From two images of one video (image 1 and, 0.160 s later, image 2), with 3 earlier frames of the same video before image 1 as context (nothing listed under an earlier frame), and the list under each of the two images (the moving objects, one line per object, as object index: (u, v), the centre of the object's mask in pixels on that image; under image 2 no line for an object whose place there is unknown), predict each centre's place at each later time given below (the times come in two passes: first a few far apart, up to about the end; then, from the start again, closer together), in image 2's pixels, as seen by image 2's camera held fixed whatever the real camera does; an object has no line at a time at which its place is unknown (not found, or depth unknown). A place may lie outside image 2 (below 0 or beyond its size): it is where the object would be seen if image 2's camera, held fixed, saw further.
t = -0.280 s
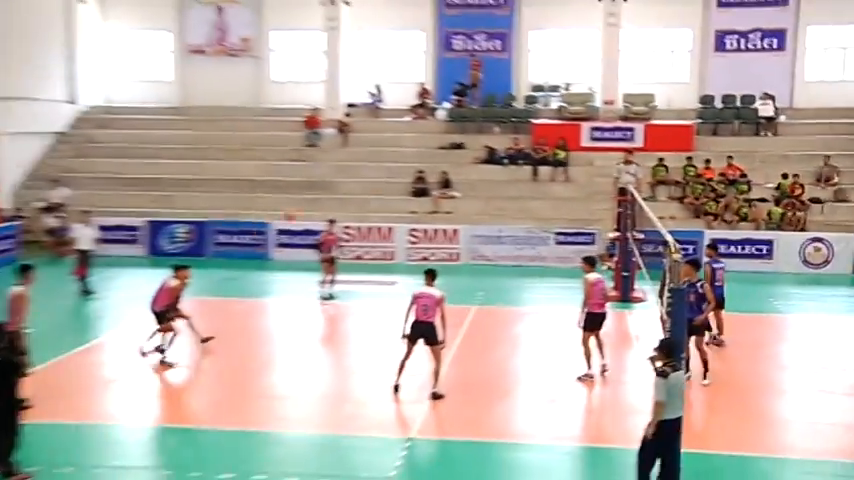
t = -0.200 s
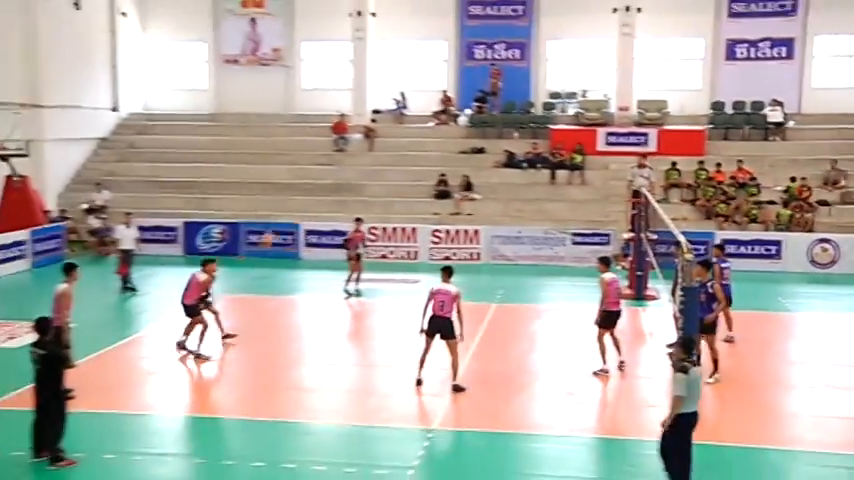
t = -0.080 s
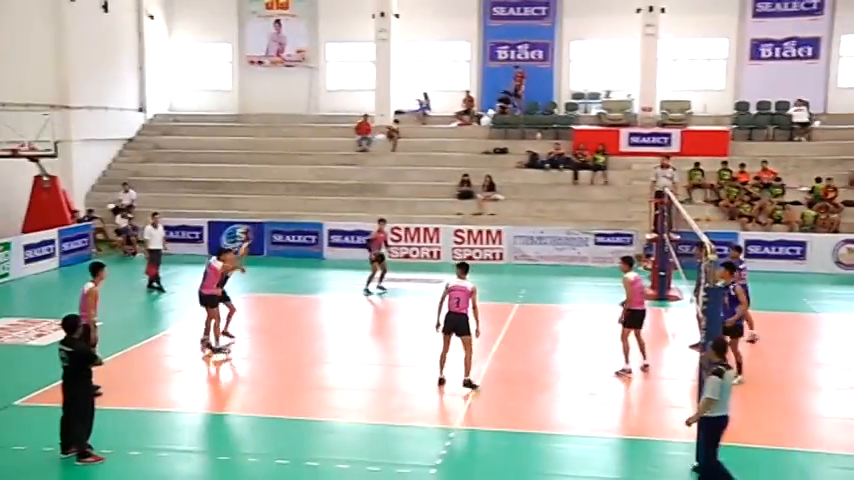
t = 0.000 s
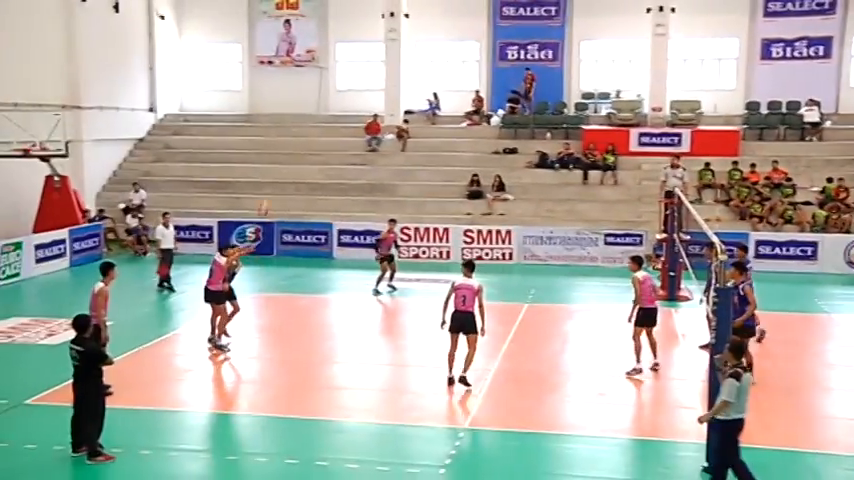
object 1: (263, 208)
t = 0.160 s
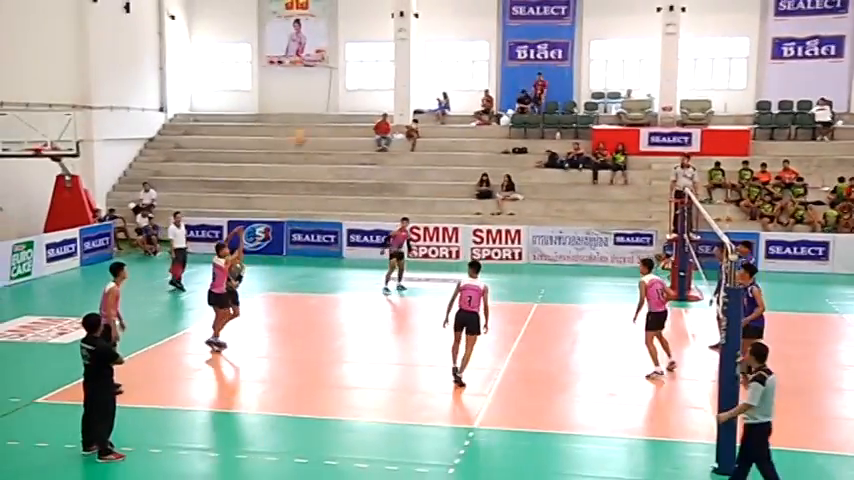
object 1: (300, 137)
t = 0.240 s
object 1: (313, 112)
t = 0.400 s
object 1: (338, 66)
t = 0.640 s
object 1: (375, 29)
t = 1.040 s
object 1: (434, 45)
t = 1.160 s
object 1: (452, 70)
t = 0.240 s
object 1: (313, 112)
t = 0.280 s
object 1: (320, 99)
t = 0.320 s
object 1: (326, 87)
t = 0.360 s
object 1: (332, 74)
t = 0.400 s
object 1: (338, 66)
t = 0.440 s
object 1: (343, 57)
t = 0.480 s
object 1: (349, 49)
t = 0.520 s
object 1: (356, 42)
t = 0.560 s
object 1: (362, 37)
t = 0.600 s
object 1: (369, 32)
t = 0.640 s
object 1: (375, 29)
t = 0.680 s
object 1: (381, 26)
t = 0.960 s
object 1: (423, 34)
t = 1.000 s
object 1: (428, 39)
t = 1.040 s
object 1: (434, 45)
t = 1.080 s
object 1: (440, 53)
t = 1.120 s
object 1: (445, 61)
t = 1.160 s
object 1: (452, 70)
